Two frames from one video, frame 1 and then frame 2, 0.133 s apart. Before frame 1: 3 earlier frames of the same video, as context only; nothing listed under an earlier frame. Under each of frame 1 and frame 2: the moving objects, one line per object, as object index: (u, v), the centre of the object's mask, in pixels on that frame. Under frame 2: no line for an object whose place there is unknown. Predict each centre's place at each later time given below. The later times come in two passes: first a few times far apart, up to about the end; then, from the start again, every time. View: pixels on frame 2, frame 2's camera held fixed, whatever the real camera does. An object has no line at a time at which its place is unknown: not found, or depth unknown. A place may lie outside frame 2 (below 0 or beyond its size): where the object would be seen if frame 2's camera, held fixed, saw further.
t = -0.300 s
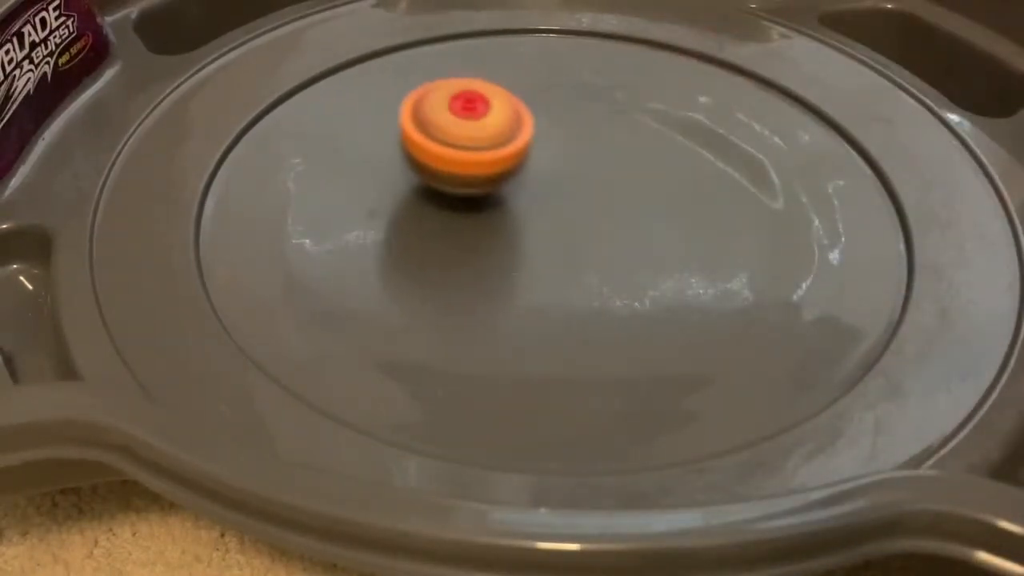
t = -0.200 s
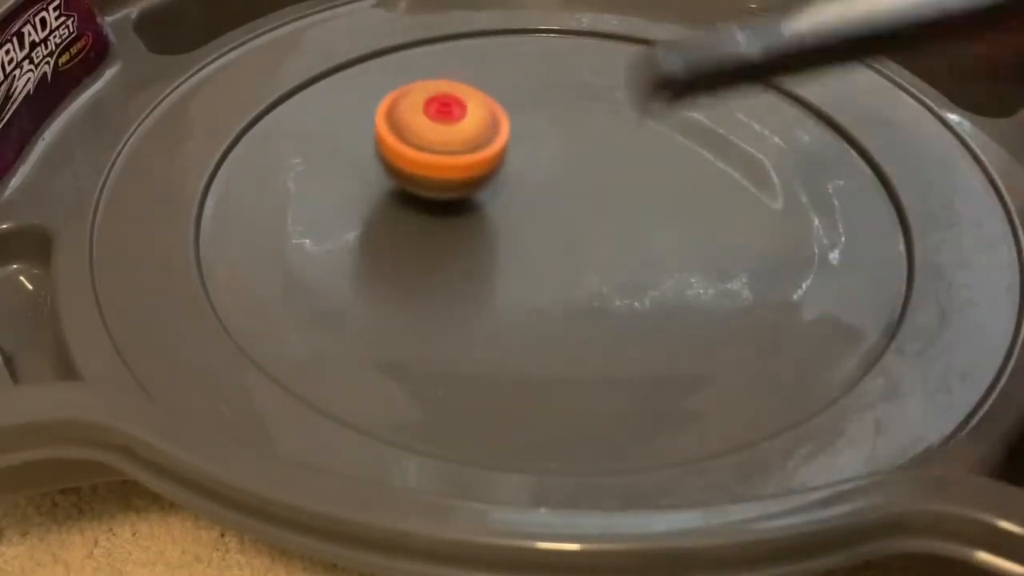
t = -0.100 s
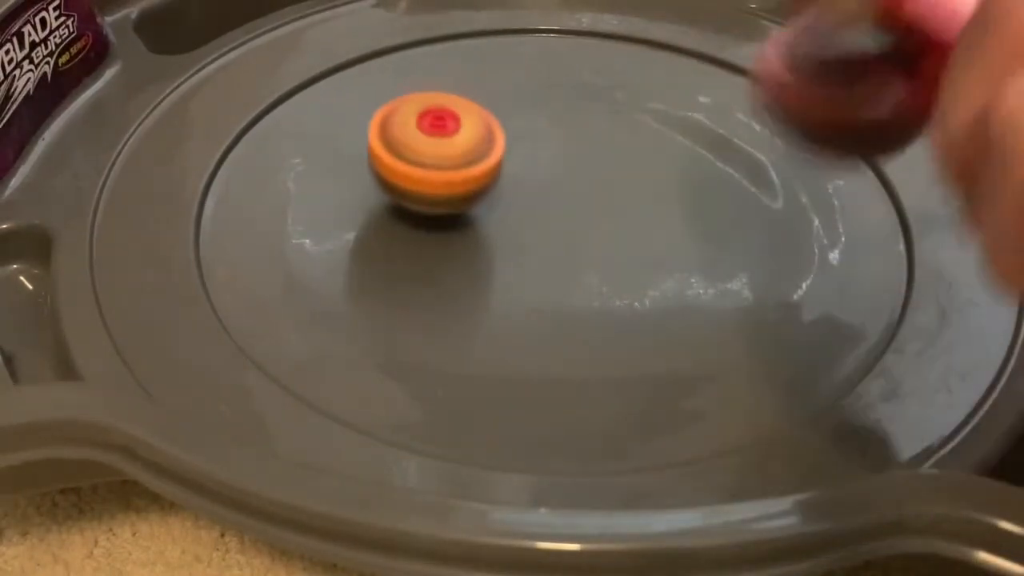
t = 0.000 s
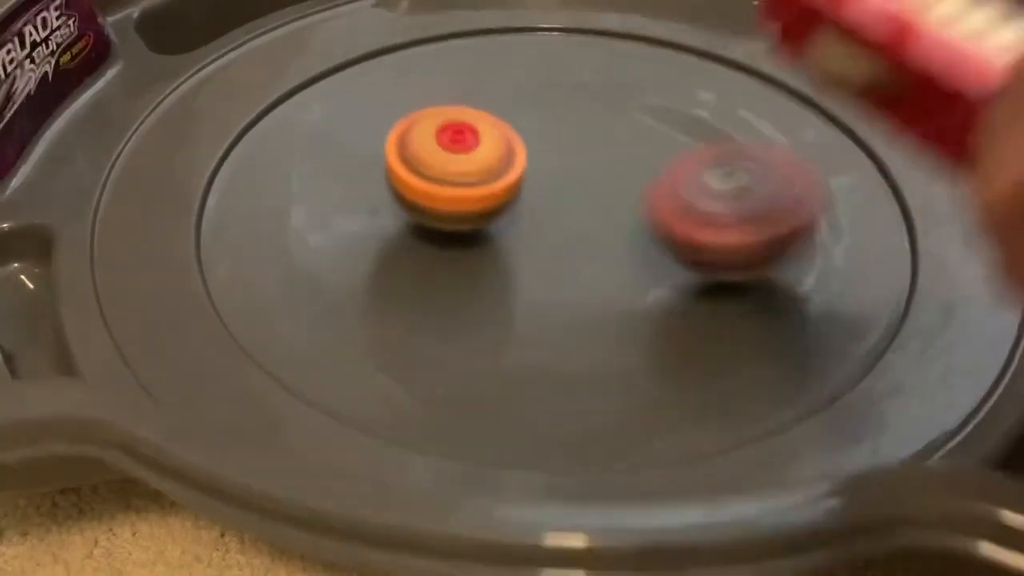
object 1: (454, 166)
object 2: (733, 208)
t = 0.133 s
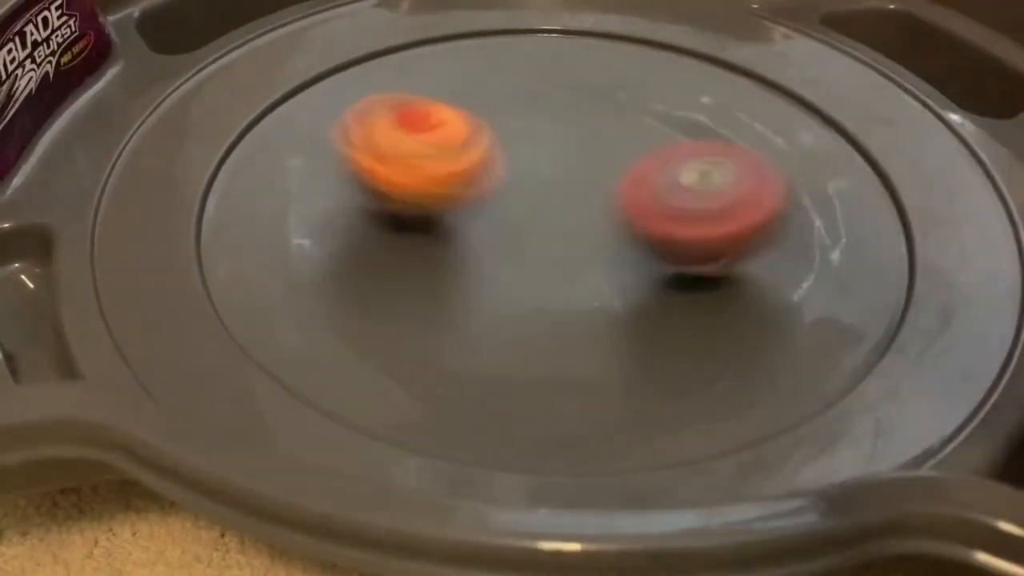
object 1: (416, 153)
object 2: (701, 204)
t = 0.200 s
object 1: (321, 113)
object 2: (792, 206)
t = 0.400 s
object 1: (241, 122)
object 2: (809, 182)
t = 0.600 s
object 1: (299, 177)
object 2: (658, 182)
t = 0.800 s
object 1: (218, 134)
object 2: (828, 217)
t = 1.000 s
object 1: (199, 81)
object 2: (998, 142)
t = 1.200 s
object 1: (235, 68)
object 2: (997, 145)
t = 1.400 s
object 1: (326, 96)
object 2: (955, 210)
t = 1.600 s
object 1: (485, 132)
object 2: (655, 208)
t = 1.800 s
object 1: (529, 39)
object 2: (560, 295)
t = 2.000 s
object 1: (556, 30)
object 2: (561, 268)
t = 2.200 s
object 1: (594, 53)
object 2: (533, 240)
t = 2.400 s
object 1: (655, 131)
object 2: (480, 215)
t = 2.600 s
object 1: (701, 191)
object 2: (459, 182)
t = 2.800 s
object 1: (699, 244)
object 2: (510, 145)
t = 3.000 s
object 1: (657, 290)
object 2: (598, 162)
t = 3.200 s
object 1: (569, 309)
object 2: (529, 186)
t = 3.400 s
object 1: (469, 289)
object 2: (537, 151)
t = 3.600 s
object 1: (390, 243)
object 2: (620, 166)
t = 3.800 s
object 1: (365, 188)
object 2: (624, 195)
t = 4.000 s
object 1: (392, 138)
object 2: (562, 212)
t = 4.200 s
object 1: (451, 101)
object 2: (529, 208)
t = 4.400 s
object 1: (526, 80)
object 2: (523, 195)
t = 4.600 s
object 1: (602, 83)
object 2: (541, 183)
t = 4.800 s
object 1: (673, 109)
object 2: (550, 179)
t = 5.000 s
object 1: (725, 148)
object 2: (573, 191)
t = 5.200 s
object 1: (761, 196)
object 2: (597, 211)
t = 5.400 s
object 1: (748, 242)
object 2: (583, 216)
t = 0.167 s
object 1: (364, 133)
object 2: (754, 207)
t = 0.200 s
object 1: (321, 113)
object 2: (792, 206)
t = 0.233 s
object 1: (288, 102)
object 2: (816, 203)
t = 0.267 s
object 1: (264, 97)
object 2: (831, 199)
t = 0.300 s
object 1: (247, 97)
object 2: (836, 194)
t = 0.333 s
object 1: (242, 104)
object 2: (834, 190)
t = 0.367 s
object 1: (240, 113)
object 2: (824, 185)
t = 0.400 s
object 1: (241, 122)
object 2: (809, 182)
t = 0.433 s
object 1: (243, 133)
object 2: (788, 179)
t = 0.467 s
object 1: (248, 142)
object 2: (766, 178)
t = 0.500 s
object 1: (254, 152)
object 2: (738, 177)
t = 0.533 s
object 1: (264, 161)
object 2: (711, 179)
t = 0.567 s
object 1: (279, 170)
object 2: (683, 181)
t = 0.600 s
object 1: (299, 177)
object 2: (658, 182)
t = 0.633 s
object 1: (326, 186)
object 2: (633, 186)
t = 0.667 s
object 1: (358, 195)
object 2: (610, 191)
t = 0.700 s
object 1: (390, 202)
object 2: (584, 201)
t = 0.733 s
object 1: (380, 193)
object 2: (600, 212)
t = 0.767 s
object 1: (288, 162)
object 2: (718, 225)
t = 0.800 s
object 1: (218, 134)
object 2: (828, 217)
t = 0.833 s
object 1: (199, 108)
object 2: (923, 205)
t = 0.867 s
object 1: (193, 103)
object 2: (958, 187)
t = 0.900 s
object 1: (191, 96)
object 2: (981, 168)
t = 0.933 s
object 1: (193, 90)
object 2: (990, 157)
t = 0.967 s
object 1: (196, 85)
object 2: (997, 146)
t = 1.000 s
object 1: (199, 81)
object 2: (998, 142)
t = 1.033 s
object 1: (203, 77)
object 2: (996, 138)
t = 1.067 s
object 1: (209, 74)
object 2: (994, 134)
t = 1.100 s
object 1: (214, 72)
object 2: (993, 134)
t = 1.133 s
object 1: (220, 71)
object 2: (994, 135)
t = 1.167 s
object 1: (228, 69)
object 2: (996, 139)
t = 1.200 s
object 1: (235, 68)
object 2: (997, 145)
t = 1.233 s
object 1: (244, 66)
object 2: (998, 154)
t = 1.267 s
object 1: (252, 65)
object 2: (999, 165)
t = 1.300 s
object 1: (265, 70)
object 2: (999, 175)
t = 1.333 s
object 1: (284, 82)
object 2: (997, 184)
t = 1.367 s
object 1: (304, 89)
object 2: (980, 196)
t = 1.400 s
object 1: (326, 96)
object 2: (955, 210)
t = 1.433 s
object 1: (349, 103)
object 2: (922, 215)
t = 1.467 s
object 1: (374, 111)
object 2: (867, 221)
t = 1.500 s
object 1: (401, 118)
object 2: (811, 219)
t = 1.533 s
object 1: (429, 124)
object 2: (757, 220)
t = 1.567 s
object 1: (458, 128)
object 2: (703, 214)
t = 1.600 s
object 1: (485, 132)
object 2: (655, 208)
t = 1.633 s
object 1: (506, 127)
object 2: (611, 208)
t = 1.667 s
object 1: (508, 95)
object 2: (603, 232)
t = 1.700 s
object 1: (512, 68)
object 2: (593, 254)
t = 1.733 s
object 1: (519, 52)
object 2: (580, 273)
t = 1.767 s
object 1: (524, 44)
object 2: (570, 286)
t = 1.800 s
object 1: (529, 39)
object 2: (560, 295)
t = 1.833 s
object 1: (533, 35)
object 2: (552, 297)
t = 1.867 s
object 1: (536, 32)
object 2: (546, 295)
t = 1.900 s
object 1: (541, 31)
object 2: (545, 291)
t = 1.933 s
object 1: (545, 29)
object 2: (548, 284)
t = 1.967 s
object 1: (550, 30)
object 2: (557, 273)
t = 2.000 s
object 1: (556, 30)
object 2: (561, 268)
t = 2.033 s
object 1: (562, 31)
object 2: (558, 265)
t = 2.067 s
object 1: (569, 33)
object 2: (557, 258)
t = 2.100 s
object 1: (576, 36)
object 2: (553, 254)
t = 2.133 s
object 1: (582, 40)
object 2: (548, 250)
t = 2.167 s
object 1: (587, 45)
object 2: (541, 247)
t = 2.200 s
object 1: (594, 53)
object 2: (533, 240)
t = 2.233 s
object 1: (601, 63)
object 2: (526, 237)
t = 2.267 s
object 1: (610, 76)
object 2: (518, 235)
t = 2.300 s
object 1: (620, 90)
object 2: (511, 229)
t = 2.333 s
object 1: (631, 103)
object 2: (499, 223)
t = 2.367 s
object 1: (643, 117)
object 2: (489, 219)
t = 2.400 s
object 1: (655, 131)
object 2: (480, 215)
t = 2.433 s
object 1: (665, 143)
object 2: (474, 208)
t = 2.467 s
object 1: (675, 155)
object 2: (467, 204)
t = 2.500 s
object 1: (684, 165)
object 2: (463, 198)
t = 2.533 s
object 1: (690, 173)
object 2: (461, 191)
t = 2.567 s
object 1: (697, 183)
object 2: (459, 185)
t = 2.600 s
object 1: (701, 191)
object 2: (459, 182)
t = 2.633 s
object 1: (704, 198)
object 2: (462, 175)
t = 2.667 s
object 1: (705, 207)
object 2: (469, 166)
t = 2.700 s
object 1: (705, 216)
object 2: (476, 162)
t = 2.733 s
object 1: (705, 224)
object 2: (484, 158)
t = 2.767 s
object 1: (702, 235)
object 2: (497, 148)
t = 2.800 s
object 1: (699, 244)
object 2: (510, 145)
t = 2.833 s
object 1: (695, 253)
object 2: (524, 143)
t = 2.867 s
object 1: (689, 263)
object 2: (544, 139)
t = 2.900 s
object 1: (682, 271)
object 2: (562, 143)
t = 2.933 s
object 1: (675, 278)
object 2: (576, 144)
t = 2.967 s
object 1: (667, 285)
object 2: (591, 154)
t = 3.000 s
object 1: (657, 290)
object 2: (598, 162)
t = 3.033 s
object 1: (647, 295)
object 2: (598, 169)
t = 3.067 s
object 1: (636, 299)
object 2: (594, 179)
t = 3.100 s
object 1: (621, 303)
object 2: (579, 181)
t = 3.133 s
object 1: (606, 306)
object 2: (560, 190)
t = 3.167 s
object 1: (588, 308)
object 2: (548, 187)
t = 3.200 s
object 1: (569, 309)
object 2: (529, 186)
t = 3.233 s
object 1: (551, 308)
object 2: (521, 182)
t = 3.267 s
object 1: (535, 307)
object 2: (517, 175)
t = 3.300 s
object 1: (520, 303)
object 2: (514, 172)
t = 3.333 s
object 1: (504, 299)
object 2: (520, 161)
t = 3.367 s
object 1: (488, 294)
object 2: (525, 158)
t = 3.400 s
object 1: (469, 289)
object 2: (537, 151)
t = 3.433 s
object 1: (451, 283)
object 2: (552, 152)
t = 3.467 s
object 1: (434, 275)
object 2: (562, 150)
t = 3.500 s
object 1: (419, 267)
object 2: (581, 152)
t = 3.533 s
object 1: (409, 260)
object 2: (593, 156)
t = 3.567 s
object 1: (399, 251)
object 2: (610, 160)
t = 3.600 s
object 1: (390, 243)
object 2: (620, 166)
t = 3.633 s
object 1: (383, 234)
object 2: (627, 169)
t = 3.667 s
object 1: (376, 224)
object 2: (632, 177)
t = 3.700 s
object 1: (371, 215)
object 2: (634, 179)
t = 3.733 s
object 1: (367, 206)
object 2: (632, 185)
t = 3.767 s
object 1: (365, 197)
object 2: (630, 190)
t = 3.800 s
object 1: (365, 188)
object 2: (624, 195)
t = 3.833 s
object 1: (366, 179)
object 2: (615, 202)
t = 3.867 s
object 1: (369, 171)
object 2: (607, 200)
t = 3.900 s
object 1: (374, 162)
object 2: (595, 209)
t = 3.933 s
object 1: (379, 154)
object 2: (585, 205)
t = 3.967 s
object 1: (385, 146)
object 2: (575, 211)
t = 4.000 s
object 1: (392, 138)
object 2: (562, 212)
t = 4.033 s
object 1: (400, 131)
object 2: (558, 209)
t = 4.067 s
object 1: (409, 124)
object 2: (549, 212)
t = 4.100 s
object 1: (418, 117)
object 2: (545, 206)
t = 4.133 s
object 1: (428, 112)
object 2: (536, 211)
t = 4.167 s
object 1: (439, 105)
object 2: (532, 207)
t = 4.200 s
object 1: (451, 101)
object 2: (529, 208)
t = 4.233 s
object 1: (462, 96)
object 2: (525, 210)
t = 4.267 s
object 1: (475, 92)
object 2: (525, 206)
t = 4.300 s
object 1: (487, 89)
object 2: (524, 204)
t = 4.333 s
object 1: (500, 84)
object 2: (525, 201)
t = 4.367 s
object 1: (514, 81)
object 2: (524, 195)
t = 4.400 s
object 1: (526, 80)
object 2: (523, 195)
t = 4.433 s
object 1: (539, 77)
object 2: (525, 191)
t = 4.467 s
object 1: (552, 77)
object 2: (528, 188)
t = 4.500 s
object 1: (564, 77)
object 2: (532, 187)
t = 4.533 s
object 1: (577, 79)
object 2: (536, 186)
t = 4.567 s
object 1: (590, 81)
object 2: (537, 184)
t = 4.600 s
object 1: (602, 83)
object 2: (541, 183)
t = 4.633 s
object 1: (613, 85)
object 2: (547, 181)
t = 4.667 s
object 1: (625, 90)
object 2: (549, 179)
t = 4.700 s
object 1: (638, 94)
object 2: (552, 178)
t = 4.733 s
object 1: (651, 98)
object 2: (554, 178)
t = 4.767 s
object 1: (663, 104)
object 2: (554, 180)
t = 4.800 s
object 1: (673, 109)
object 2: (550, 179)
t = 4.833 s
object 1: (684, 113)
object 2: (548, 180)
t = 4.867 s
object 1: (693, 119)
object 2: (555, 180)
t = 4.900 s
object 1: (703, 126)
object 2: (559, 184)
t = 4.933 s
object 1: (712, 133)
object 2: (561, 185)
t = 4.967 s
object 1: (718, 140)
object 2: (566, 190)
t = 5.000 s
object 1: (725, 148)
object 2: (573, 191)
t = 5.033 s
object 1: (729, 155)
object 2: (582, 195)
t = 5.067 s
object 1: (734, 164)
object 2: (591, 201)
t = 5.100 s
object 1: (744, 172)
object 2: (591, 206)
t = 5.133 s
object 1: (752, 181)
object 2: (593, 206)
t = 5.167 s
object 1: (758, 189)
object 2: (596, 208)
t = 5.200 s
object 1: (761, 196)
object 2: (597, 211)
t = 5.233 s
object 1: (762, 204)
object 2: (596, 215)
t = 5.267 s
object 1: (761, 211)
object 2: (595, 217)
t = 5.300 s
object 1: (757, 218)
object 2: (594, 219)
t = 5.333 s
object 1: (752, 225)
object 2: (594, 219)
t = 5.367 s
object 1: (747, 233)
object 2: (591, 219)
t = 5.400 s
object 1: (748, 242)
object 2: (583, 216)
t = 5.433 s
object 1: (746, 249)
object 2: (580, 213)
